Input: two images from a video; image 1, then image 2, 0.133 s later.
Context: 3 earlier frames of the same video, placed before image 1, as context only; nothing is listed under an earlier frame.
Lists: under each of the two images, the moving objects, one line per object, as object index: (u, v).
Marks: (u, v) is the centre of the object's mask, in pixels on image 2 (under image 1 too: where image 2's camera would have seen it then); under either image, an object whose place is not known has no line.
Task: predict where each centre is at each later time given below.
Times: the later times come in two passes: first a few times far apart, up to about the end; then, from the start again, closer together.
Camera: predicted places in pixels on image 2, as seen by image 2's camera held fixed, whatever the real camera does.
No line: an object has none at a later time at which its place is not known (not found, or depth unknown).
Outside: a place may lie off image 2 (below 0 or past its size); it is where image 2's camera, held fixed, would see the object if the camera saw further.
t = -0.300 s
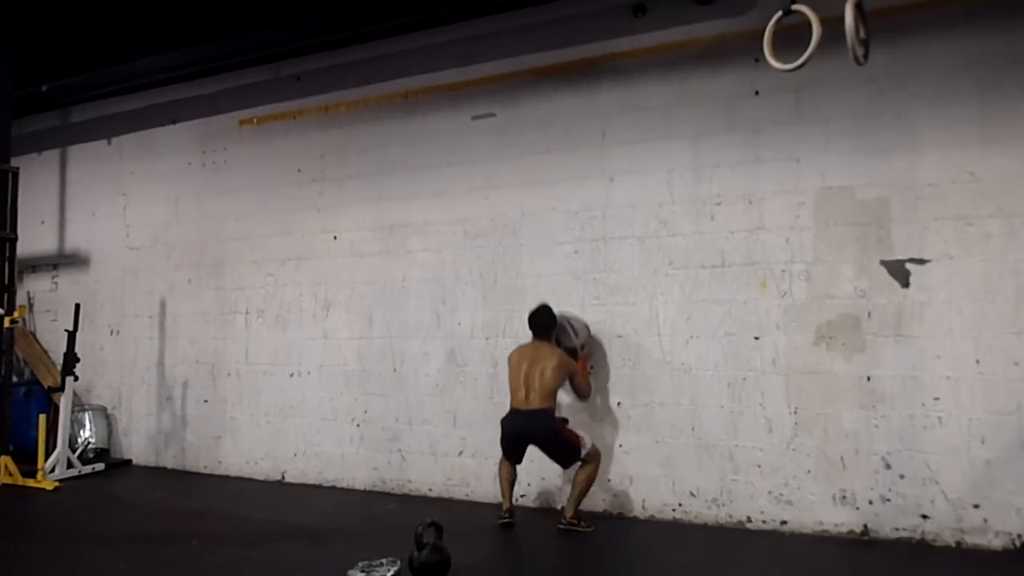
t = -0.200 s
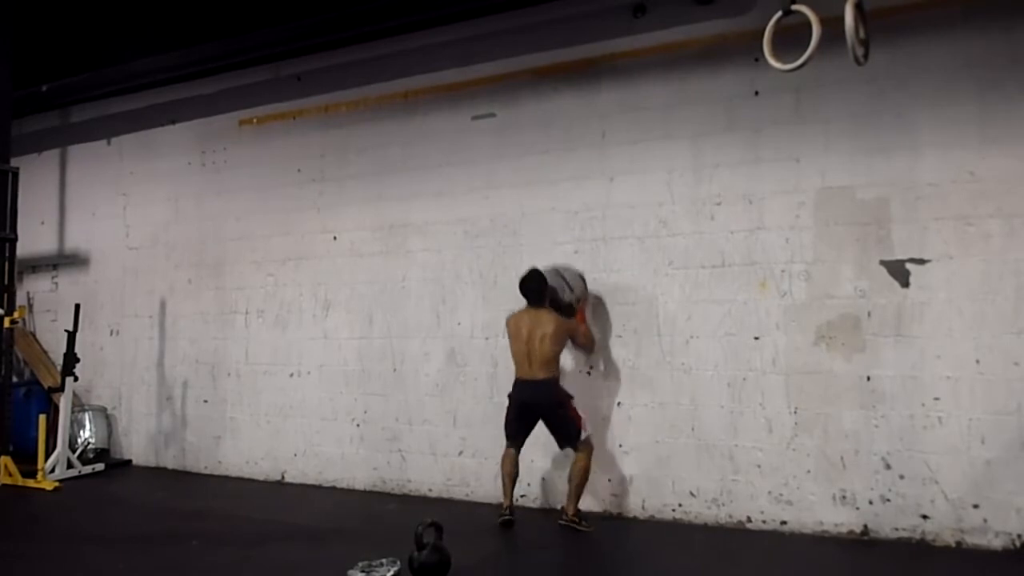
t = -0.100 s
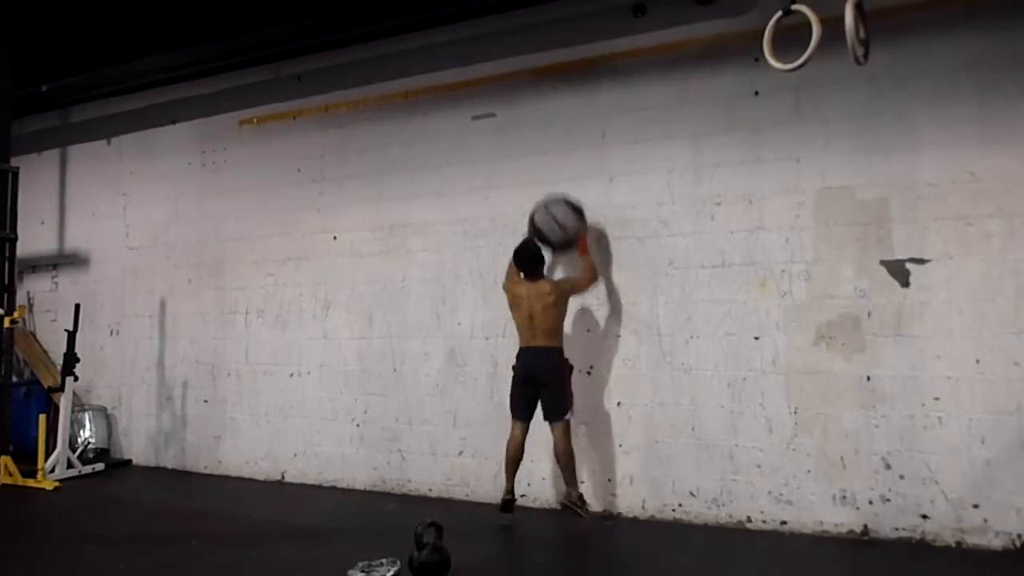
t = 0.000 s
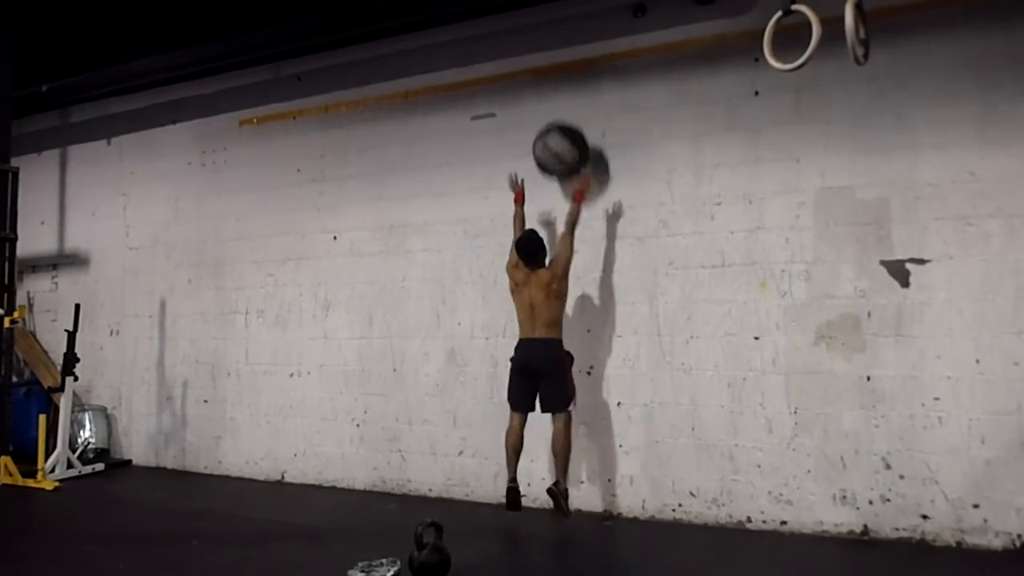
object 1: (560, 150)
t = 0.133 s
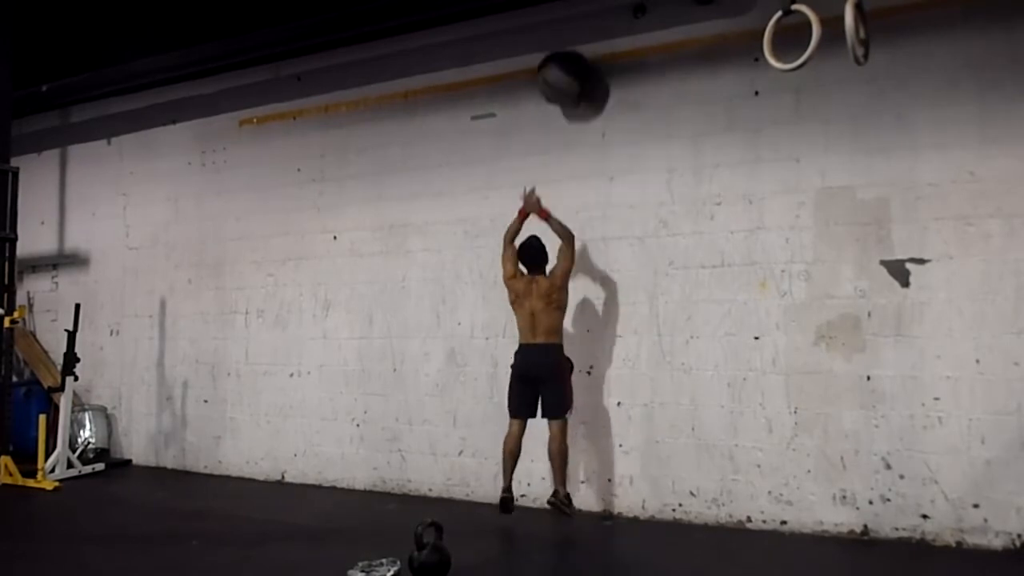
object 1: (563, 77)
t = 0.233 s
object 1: (573, 42)
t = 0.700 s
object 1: (559, 77)
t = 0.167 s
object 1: (572, 70)
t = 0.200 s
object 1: (572, 55)
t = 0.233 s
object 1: (573, 42)
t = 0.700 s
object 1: (559, 77)
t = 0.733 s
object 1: (558, 93)
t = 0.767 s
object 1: (557, 110)
